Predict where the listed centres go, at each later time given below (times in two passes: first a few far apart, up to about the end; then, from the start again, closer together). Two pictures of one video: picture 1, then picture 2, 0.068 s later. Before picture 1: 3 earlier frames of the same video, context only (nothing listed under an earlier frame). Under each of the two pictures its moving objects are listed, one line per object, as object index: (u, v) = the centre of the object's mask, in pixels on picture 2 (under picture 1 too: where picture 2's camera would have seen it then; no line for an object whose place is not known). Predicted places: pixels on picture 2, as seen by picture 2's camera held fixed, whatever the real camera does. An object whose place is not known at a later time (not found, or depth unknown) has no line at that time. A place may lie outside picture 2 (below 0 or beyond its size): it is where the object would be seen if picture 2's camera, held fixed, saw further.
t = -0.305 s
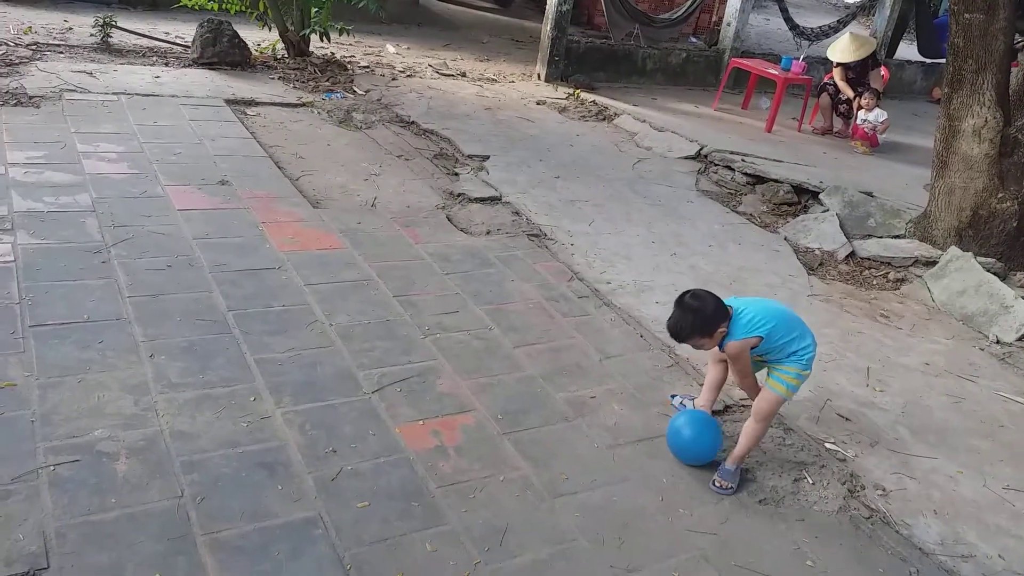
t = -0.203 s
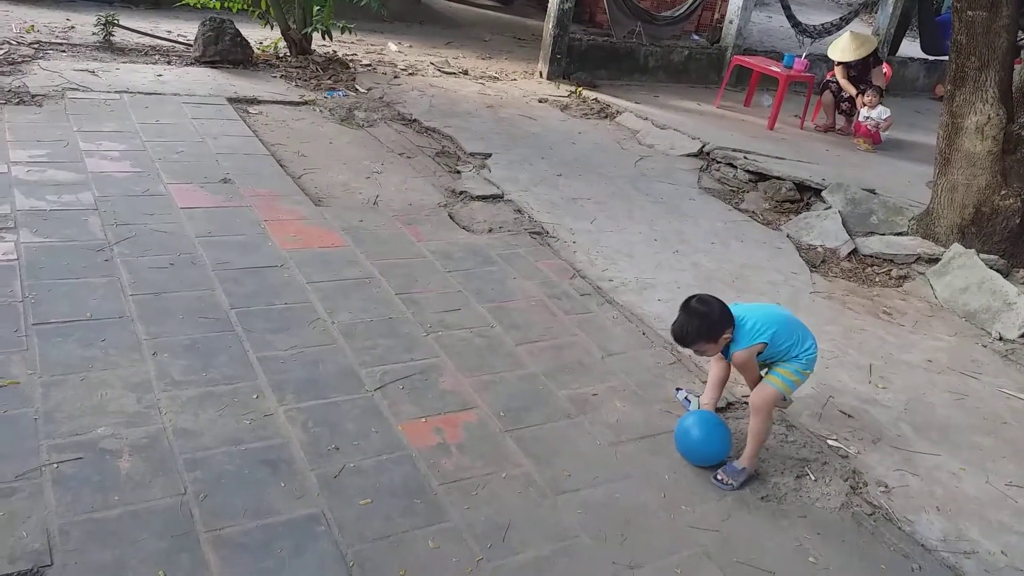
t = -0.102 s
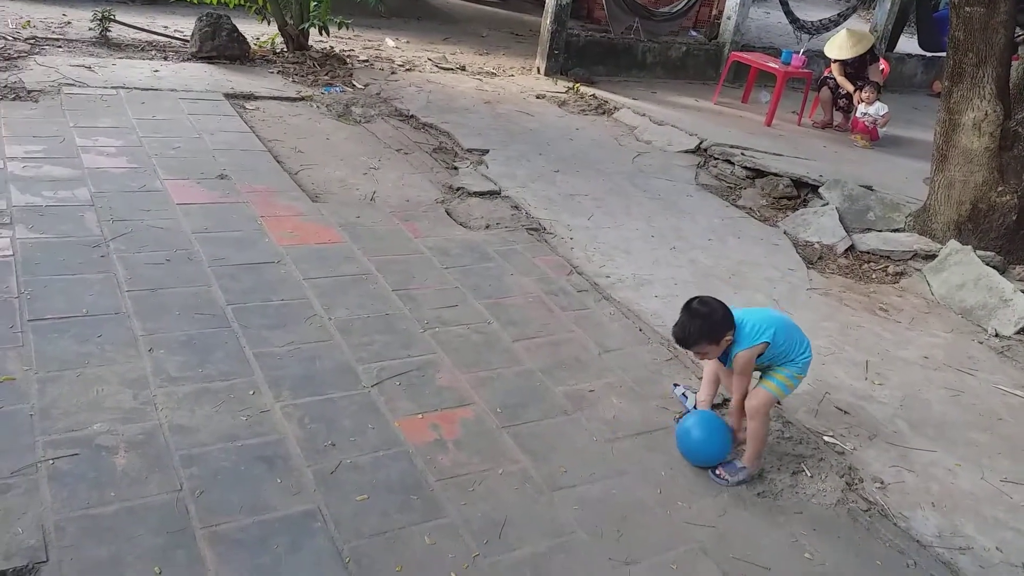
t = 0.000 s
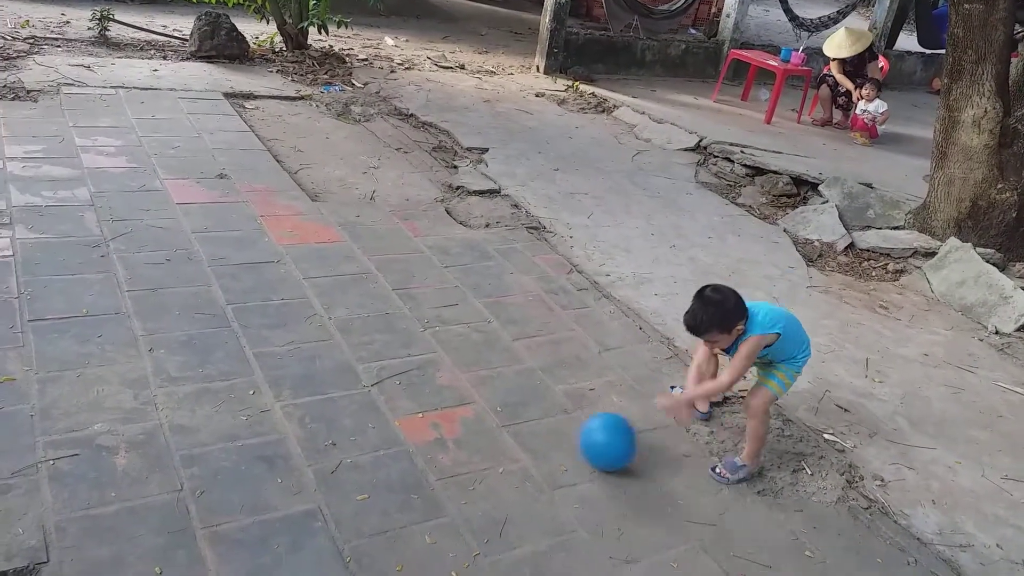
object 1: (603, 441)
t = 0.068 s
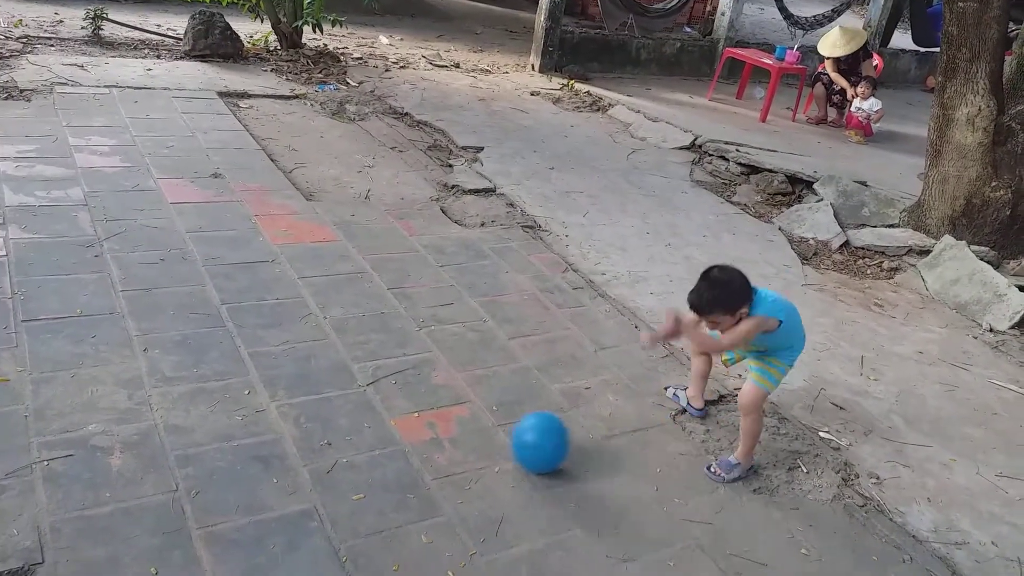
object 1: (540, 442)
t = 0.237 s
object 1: (397, 448)
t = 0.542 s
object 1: (149, 458)
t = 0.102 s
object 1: (509, 444)
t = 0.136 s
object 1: (480, 445)
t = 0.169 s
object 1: (451, 446)
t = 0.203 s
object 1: (423, 448)
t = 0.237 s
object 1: (397, 448)
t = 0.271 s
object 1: (370, 449)
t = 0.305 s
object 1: (342, 451)
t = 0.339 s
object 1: (315, 452)
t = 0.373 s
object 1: (288, 456)
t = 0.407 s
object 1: (261, 455)
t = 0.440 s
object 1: (234, 454)
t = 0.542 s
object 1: (149, 458)
